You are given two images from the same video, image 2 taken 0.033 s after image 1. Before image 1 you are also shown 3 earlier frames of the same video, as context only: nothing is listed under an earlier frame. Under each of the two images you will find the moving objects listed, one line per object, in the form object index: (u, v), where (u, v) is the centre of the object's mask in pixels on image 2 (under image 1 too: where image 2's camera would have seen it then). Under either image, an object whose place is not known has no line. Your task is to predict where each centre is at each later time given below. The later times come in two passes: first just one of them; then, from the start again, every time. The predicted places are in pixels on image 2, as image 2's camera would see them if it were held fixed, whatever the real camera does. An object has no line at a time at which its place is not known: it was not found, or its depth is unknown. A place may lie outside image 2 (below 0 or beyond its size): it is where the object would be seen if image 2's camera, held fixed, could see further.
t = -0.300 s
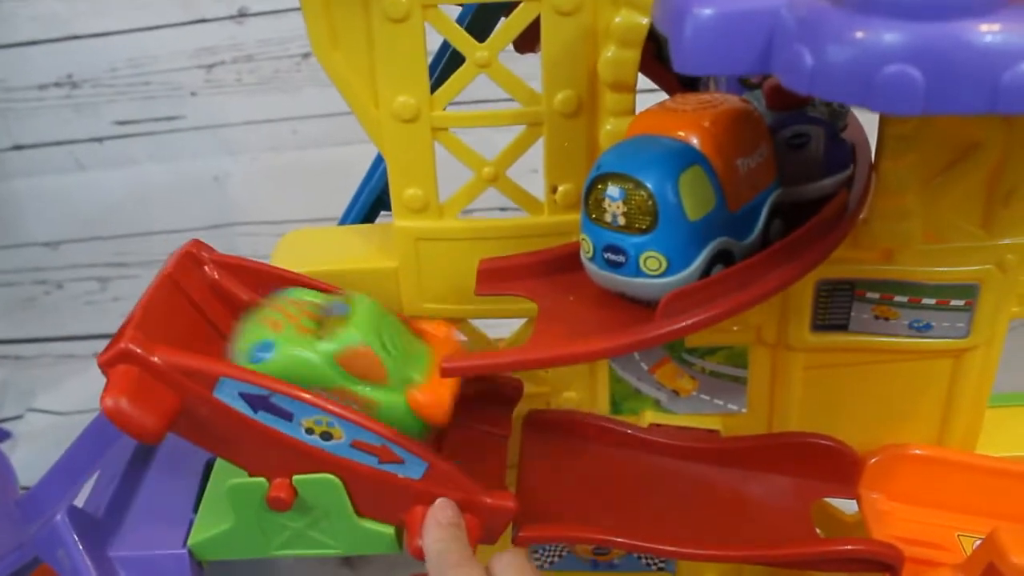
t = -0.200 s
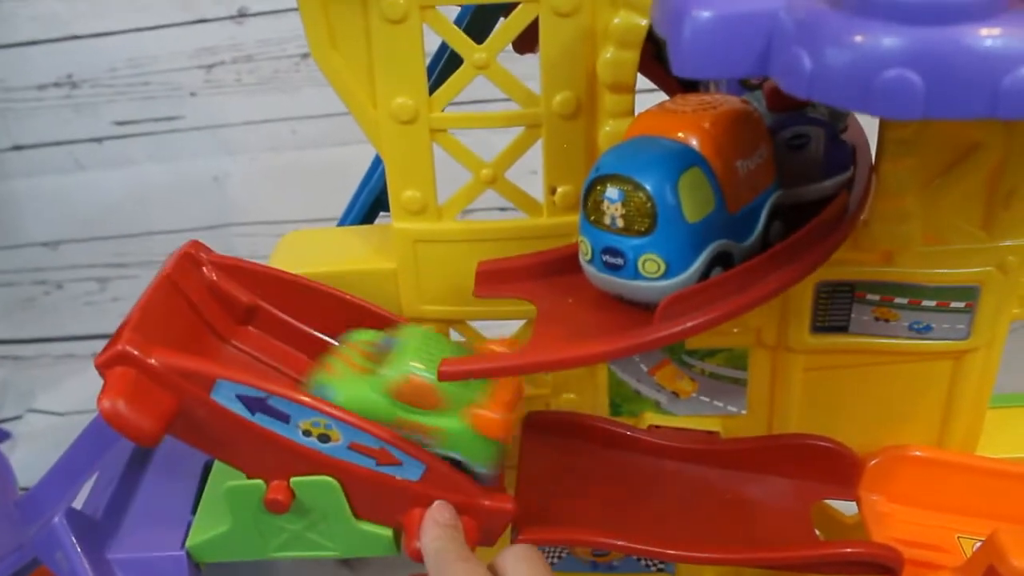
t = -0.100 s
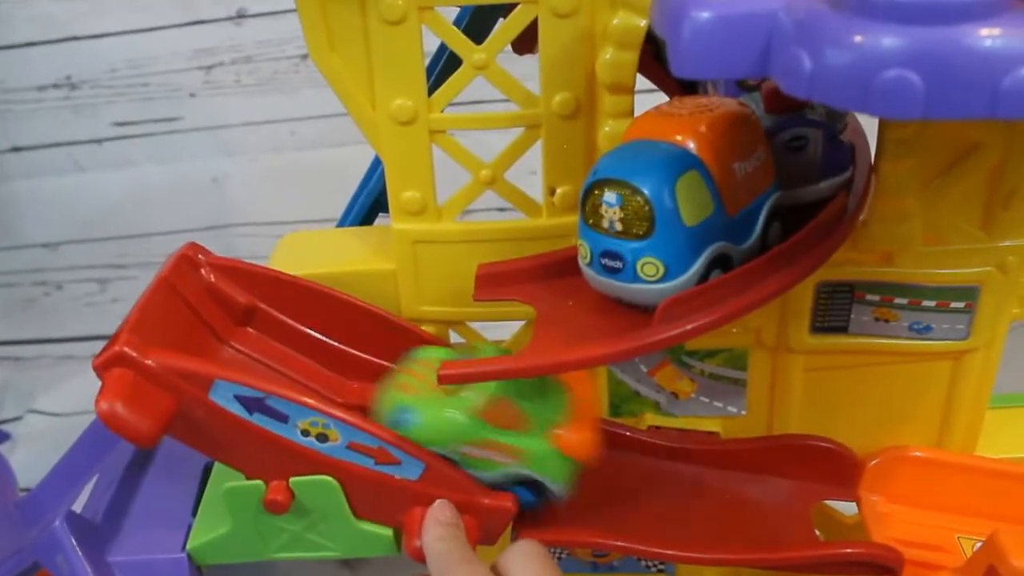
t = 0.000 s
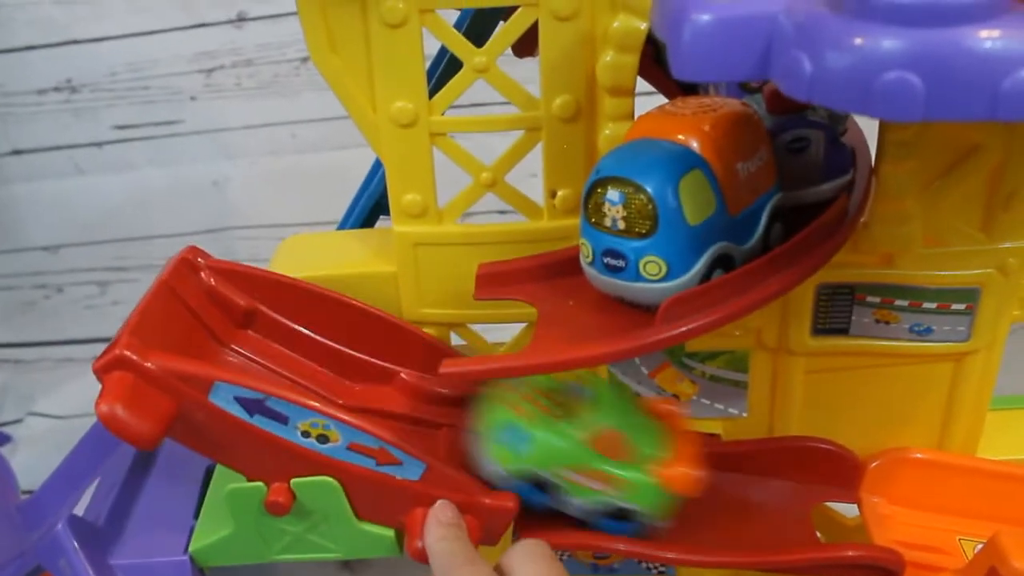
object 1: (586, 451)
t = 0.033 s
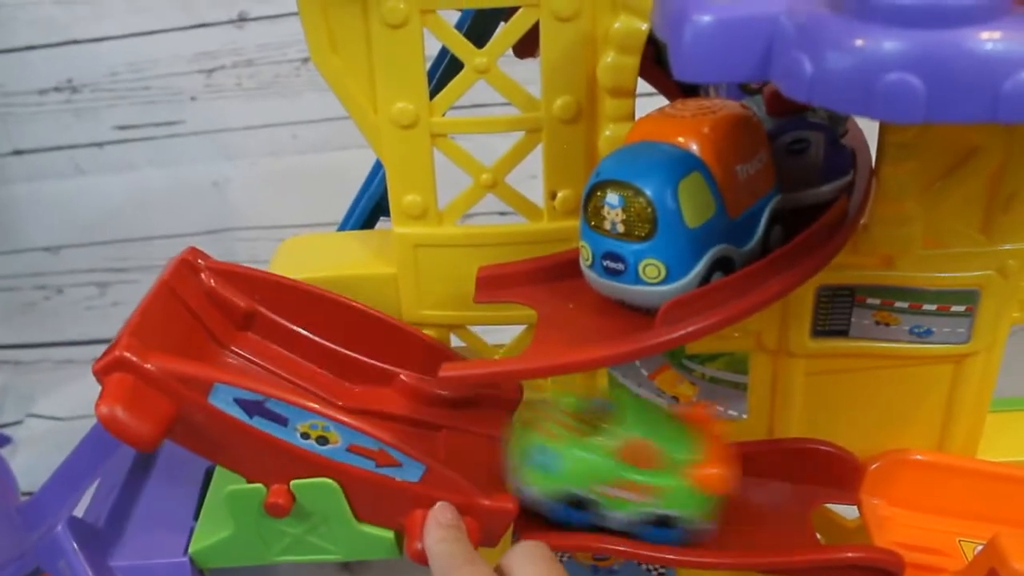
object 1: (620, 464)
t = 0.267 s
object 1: (908, 498)
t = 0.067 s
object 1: (662, 471)
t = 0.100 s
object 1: (704, 478)
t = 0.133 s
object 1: (744, 484)
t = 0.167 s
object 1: (782, 487)
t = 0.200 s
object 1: (824, 489)
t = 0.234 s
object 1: (862, 493)
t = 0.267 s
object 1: (908, 498)
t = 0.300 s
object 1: (929, 503)
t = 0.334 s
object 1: (949, 507)
